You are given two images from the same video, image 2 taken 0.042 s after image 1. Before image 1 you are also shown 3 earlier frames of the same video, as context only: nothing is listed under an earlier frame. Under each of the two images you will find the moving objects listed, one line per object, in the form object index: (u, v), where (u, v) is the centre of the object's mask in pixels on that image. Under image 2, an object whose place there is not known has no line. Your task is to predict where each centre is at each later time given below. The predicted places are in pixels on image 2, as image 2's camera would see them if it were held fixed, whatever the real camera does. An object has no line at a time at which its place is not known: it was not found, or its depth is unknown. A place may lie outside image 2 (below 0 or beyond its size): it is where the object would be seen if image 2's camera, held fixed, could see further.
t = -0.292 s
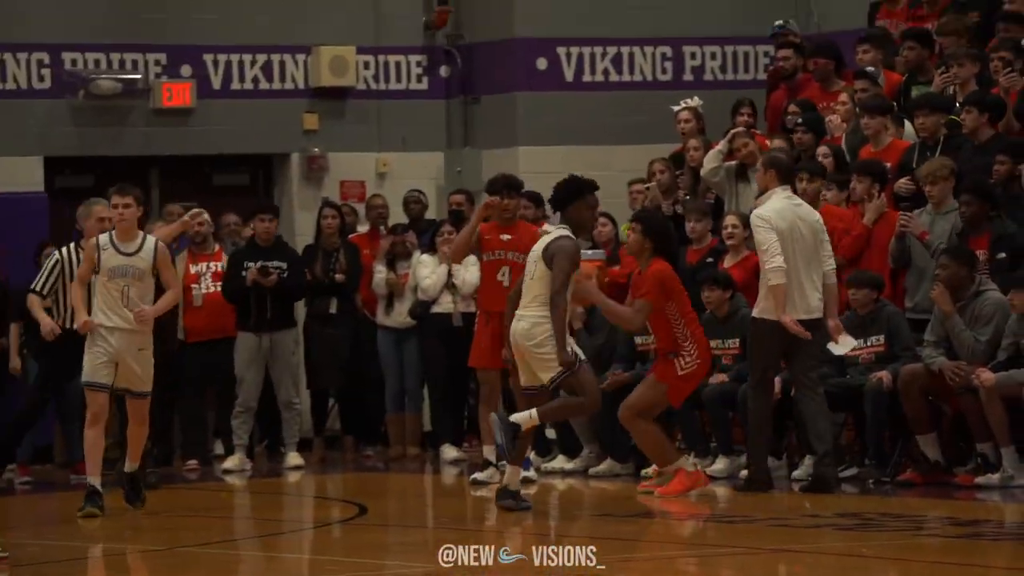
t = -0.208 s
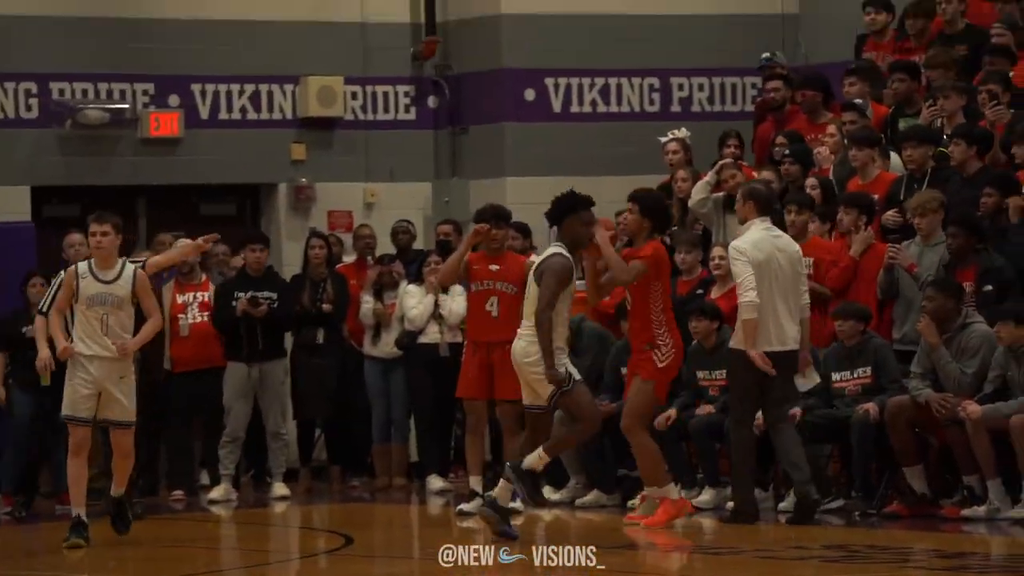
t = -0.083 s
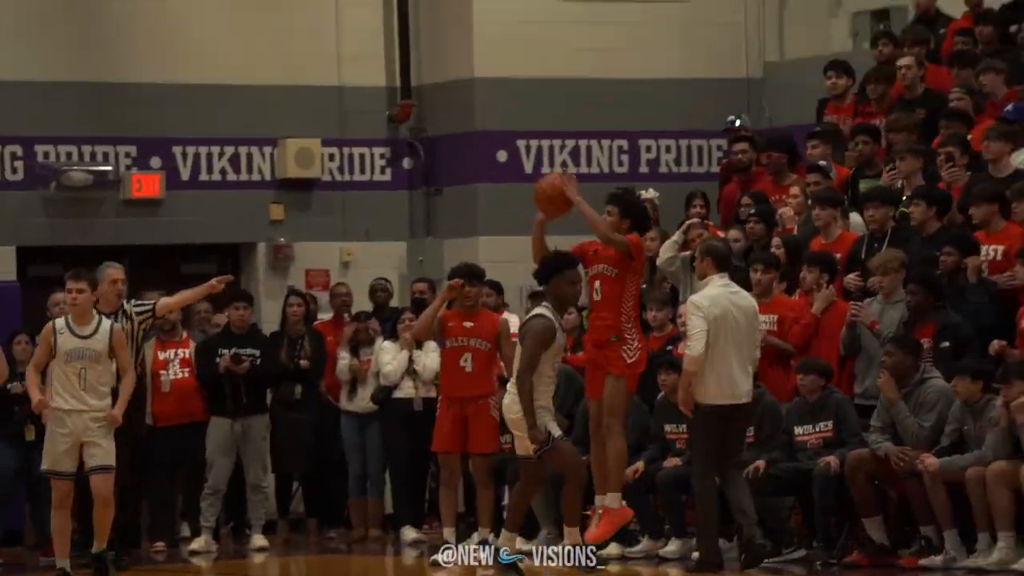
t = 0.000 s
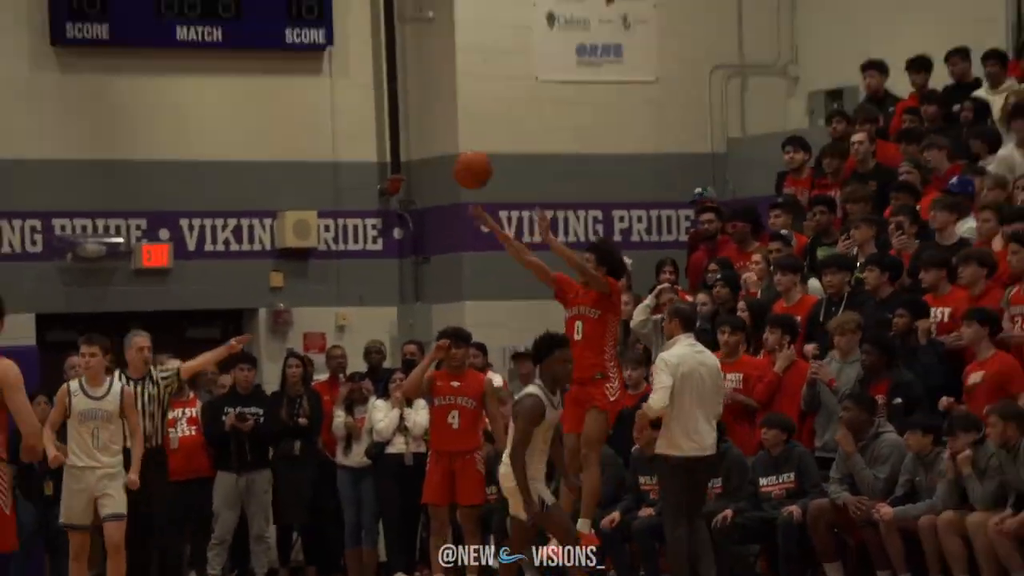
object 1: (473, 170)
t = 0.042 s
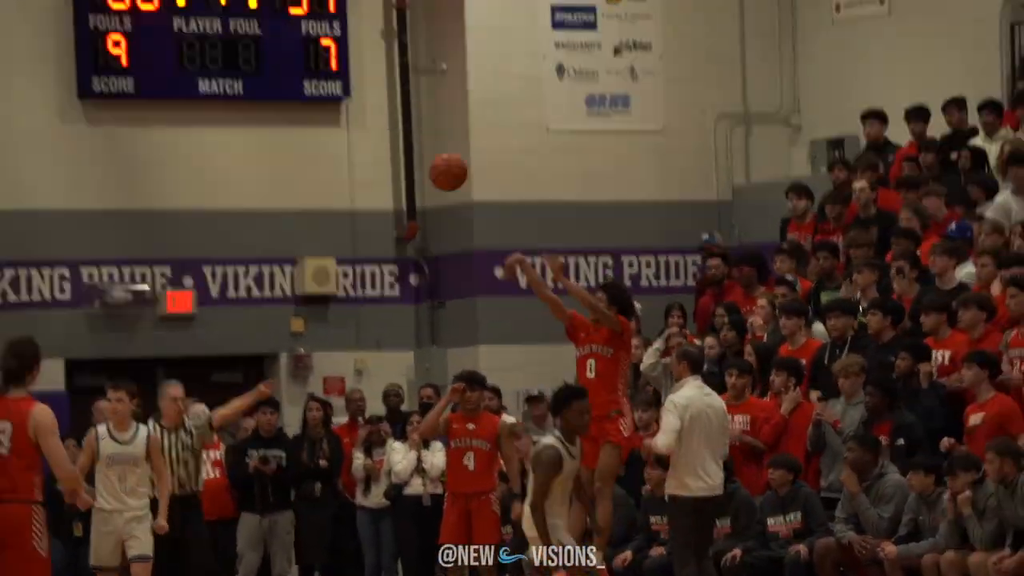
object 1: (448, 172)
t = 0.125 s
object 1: (372, 88)
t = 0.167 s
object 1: (334, 51)
